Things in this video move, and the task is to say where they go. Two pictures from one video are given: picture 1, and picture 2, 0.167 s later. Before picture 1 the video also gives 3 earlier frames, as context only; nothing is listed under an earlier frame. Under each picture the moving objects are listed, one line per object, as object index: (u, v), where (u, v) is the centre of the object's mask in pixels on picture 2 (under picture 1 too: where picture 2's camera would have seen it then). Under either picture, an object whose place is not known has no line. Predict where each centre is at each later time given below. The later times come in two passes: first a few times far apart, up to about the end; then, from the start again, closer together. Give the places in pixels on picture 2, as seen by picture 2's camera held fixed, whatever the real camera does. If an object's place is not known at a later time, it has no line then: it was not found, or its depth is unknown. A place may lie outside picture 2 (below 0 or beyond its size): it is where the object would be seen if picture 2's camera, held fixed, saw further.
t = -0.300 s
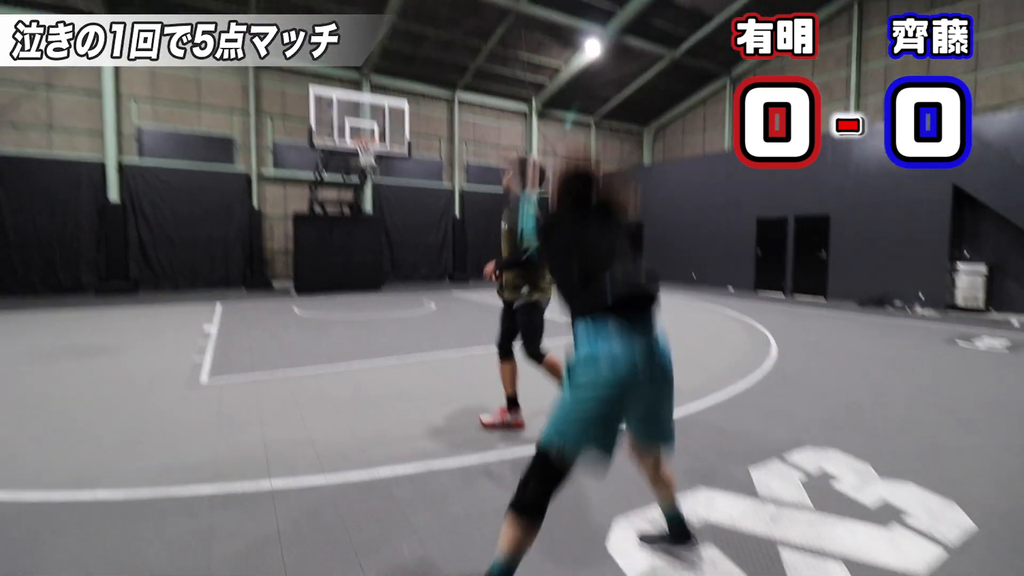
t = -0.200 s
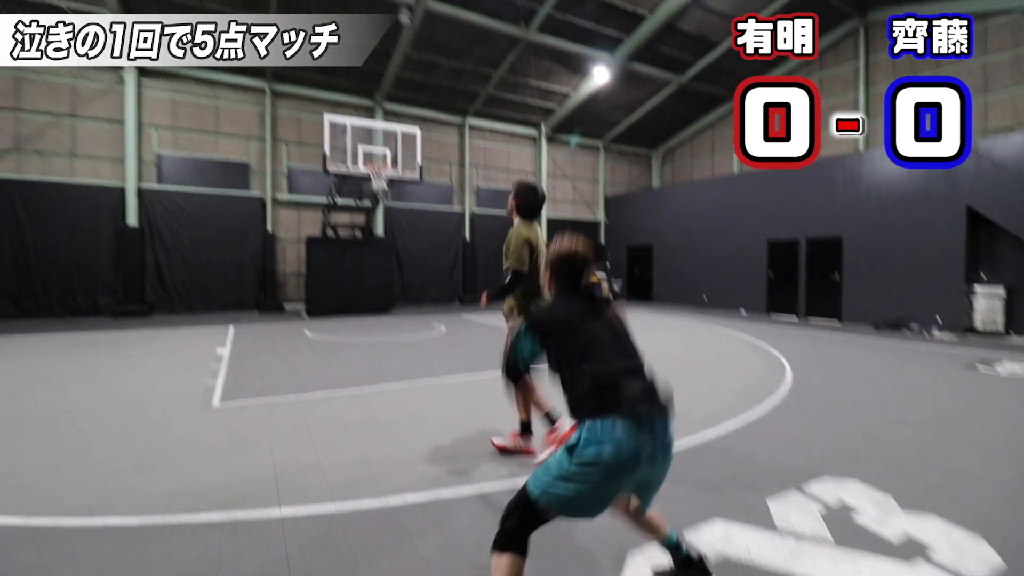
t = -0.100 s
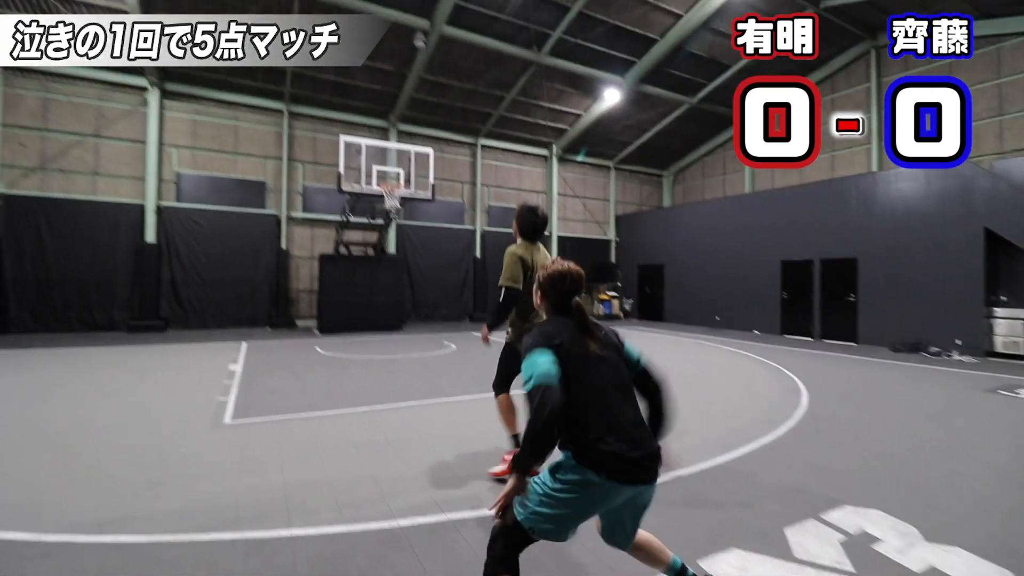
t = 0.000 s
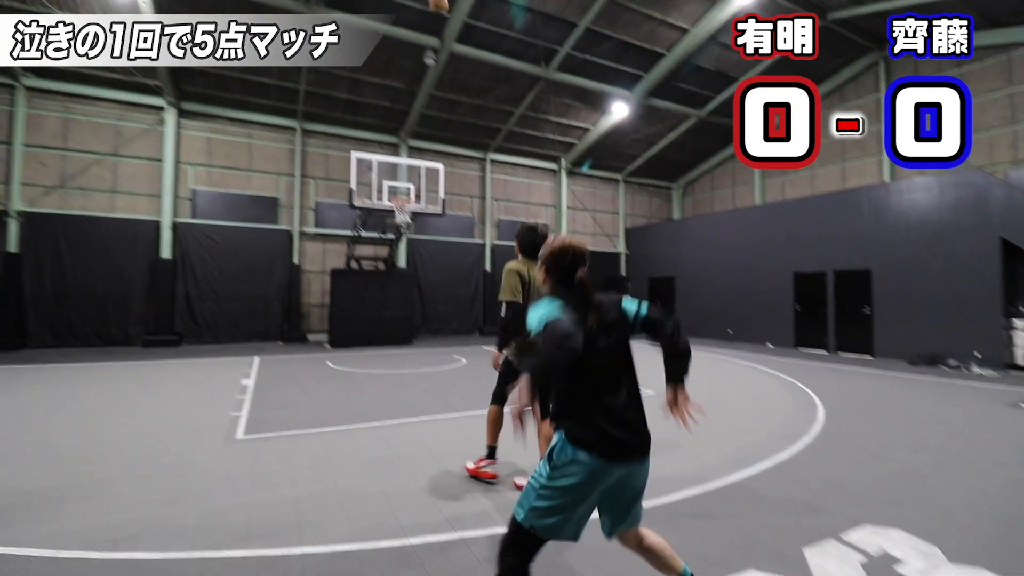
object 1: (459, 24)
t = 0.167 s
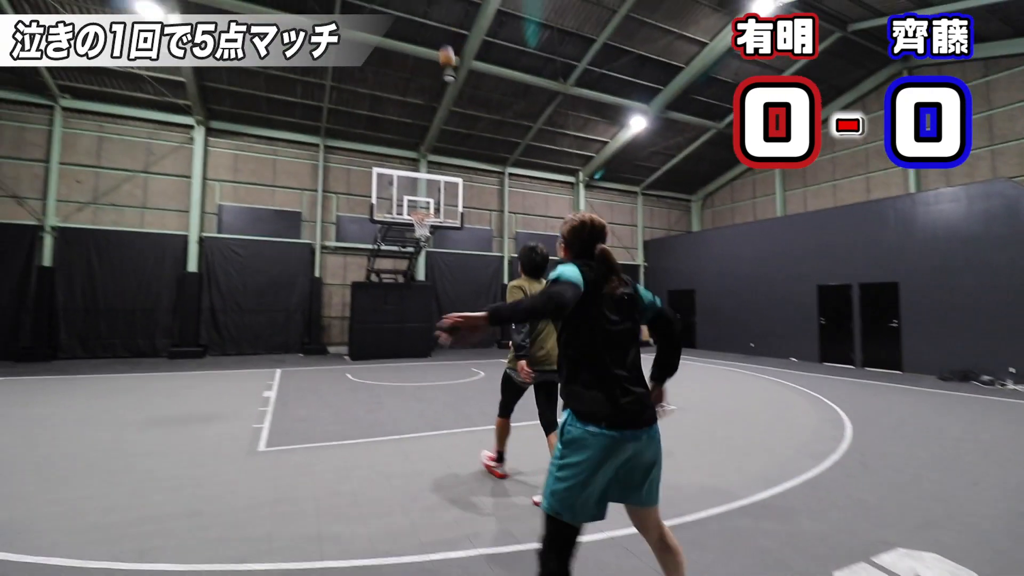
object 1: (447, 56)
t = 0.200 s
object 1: (445, 67)
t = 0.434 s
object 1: (433, 129)
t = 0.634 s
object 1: (425, 194)
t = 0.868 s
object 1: (420, 178)
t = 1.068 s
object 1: (418, 165)
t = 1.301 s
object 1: (414, 176)
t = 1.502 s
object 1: (411, 211)
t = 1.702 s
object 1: (406, 267)
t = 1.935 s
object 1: (401, 366)
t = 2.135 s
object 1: (400, 321)
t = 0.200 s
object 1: (445, 67)
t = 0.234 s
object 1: (443, 73)
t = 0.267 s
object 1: (441, 82)
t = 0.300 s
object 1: (440, 91)
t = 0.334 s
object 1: (437, 102)
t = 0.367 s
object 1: (436, 111)
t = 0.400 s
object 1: (434, 120)
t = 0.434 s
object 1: (433, 129)
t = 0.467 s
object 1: (431, 142)
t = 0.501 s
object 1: (430, 152)
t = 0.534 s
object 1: (429, 163)
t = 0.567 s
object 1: (427, 171)
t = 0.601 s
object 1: (426, 184)
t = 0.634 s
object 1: (425, 194)
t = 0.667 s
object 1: (424, 208)
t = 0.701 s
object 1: (424, 204)
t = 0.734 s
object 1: (422, 195)
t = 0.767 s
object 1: (422, 189)
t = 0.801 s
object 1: (421, 185)
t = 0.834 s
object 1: (421, 181)
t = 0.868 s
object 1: (420, 178)
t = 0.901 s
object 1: (420, 174)
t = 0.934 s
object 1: (419, 172)
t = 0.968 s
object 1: (420, 169)
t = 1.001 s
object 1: (419, 167)
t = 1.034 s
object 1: (419, 166)
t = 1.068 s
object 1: (418, 165)
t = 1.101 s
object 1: (418, 165)
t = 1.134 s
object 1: (417, 165)
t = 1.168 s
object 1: (416, 166)
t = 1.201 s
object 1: (416, 168)
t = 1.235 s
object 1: (416, 170)
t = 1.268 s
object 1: (415, 174)
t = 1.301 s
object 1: (414, 176)
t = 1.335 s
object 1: (414, 180)
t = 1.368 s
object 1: (413, 184)
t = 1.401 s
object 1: (413, 189)
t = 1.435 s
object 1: (412, 195)
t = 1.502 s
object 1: (411, 211)
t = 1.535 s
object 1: (410, 218)
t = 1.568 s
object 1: (409, 227)
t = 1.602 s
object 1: (408, 234)
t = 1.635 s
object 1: (407, 243)
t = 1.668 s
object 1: (407, 253)
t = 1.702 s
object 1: (406, 267)
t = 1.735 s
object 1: (405, 279)
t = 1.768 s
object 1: (404, 292)
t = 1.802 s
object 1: (404, 305)
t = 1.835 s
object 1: (403, 319)
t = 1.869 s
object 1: (402, 335)
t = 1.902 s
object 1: (402, 349)
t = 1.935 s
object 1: (401, 366)
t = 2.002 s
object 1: (400, 361)
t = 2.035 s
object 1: (400, 350)
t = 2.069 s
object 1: (400, 340)
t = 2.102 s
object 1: (400, 330)
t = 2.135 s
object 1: (400, 321)
